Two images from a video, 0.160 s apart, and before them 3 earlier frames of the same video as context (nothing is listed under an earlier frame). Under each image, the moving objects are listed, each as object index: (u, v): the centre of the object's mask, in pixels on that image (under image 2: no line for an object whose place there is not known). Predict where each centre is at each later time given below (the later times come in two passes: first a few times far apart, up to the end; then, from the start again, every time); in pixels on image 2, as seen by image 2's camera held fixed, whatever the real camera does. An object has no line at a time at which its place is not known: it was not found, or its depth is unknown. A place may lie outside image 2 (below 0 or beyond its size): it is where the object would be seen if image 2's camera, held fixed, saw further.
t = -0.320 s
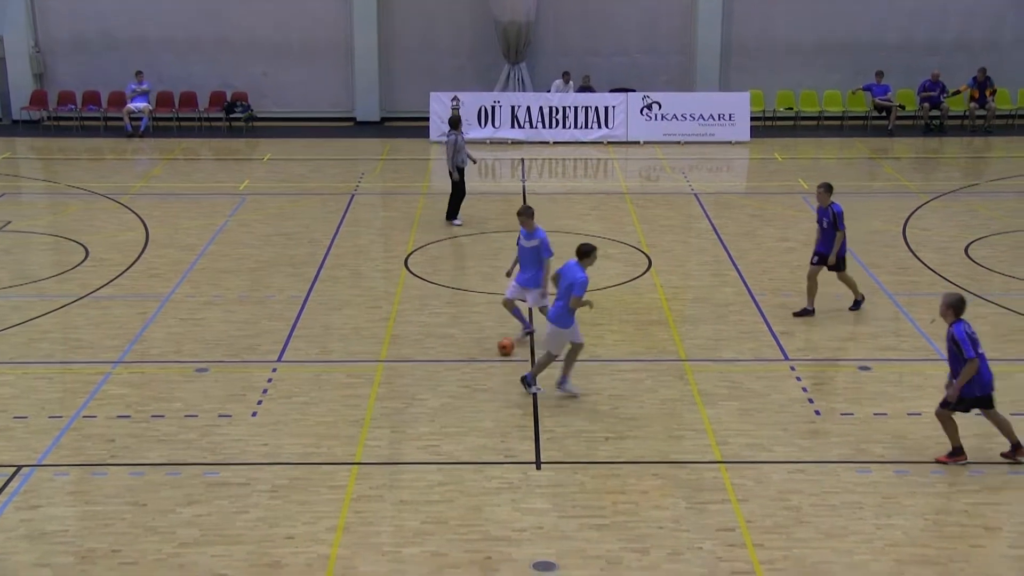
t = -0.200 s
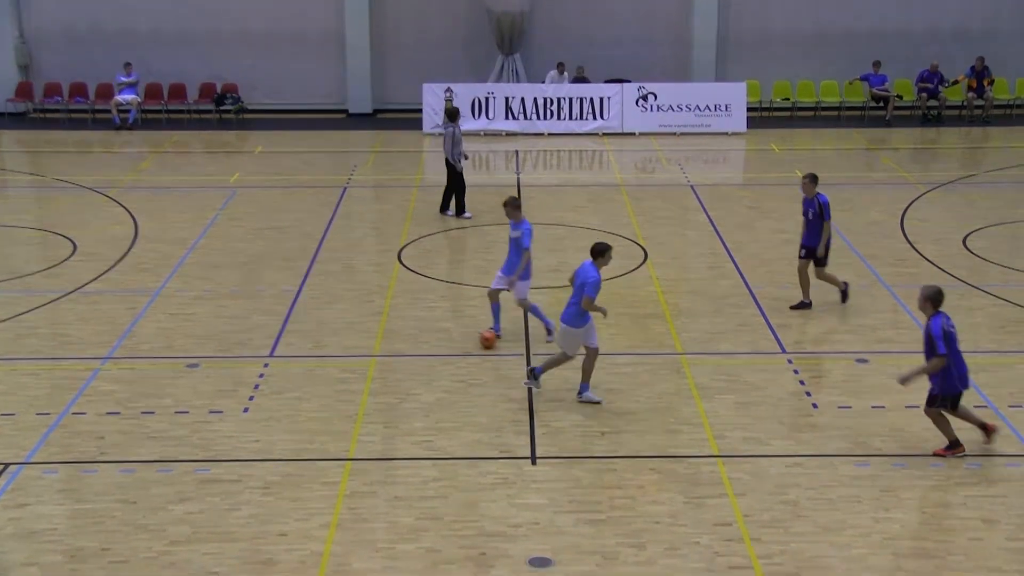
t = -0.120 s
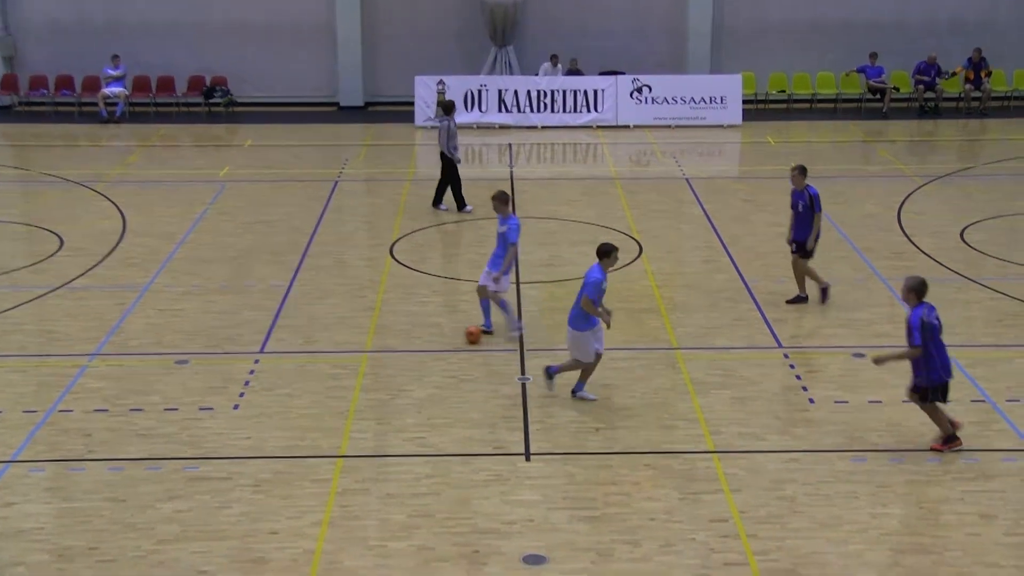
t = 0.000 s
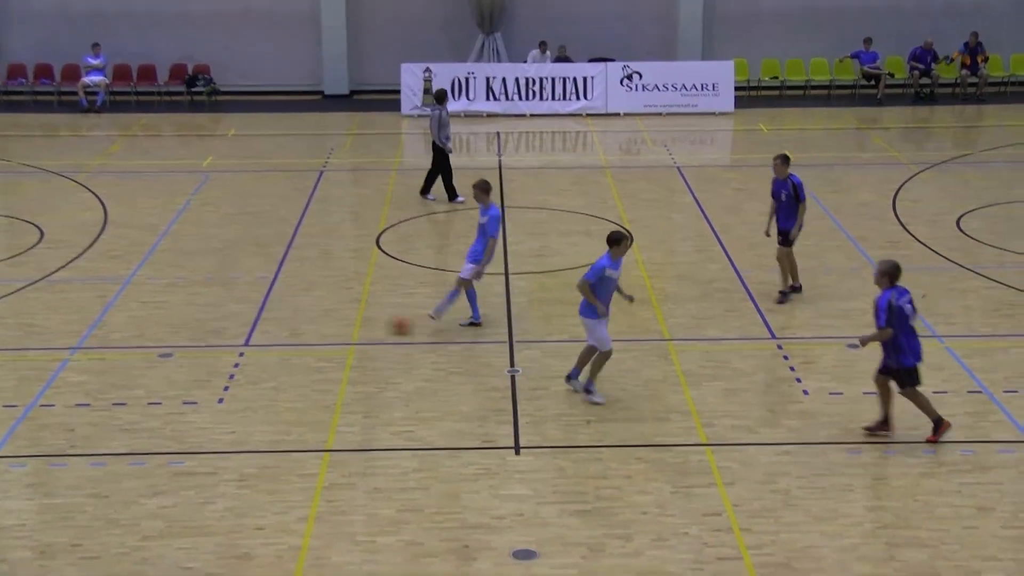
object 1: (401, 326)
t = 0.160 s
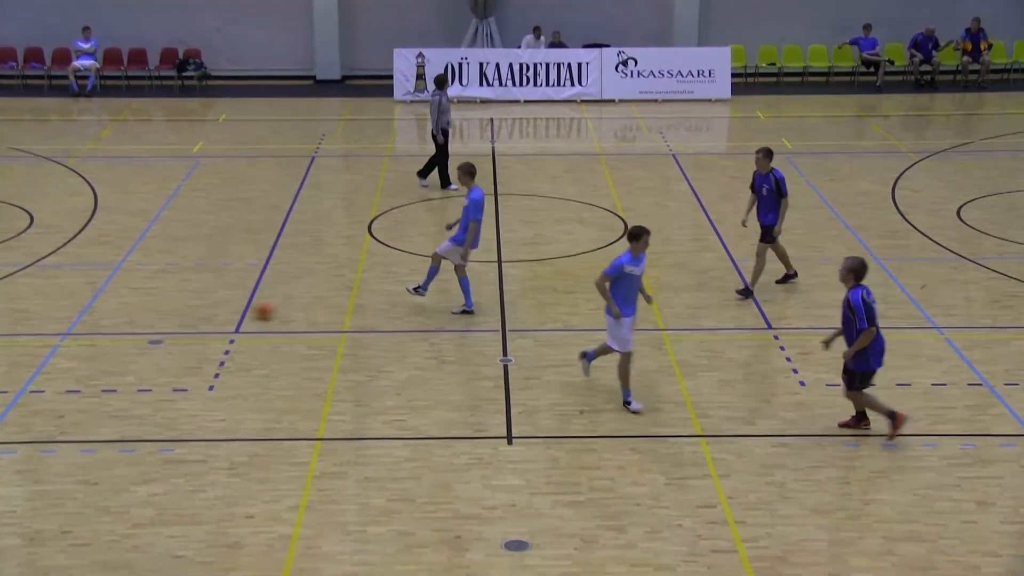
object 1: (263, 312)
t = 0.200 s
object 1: (230, 312)
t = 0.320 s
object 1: (144, 309)
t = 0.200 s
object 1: (230, 312)
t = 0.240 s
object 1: (201, 311)
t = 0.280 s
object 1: (171, 310)
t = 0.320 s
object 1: (144, 309)
